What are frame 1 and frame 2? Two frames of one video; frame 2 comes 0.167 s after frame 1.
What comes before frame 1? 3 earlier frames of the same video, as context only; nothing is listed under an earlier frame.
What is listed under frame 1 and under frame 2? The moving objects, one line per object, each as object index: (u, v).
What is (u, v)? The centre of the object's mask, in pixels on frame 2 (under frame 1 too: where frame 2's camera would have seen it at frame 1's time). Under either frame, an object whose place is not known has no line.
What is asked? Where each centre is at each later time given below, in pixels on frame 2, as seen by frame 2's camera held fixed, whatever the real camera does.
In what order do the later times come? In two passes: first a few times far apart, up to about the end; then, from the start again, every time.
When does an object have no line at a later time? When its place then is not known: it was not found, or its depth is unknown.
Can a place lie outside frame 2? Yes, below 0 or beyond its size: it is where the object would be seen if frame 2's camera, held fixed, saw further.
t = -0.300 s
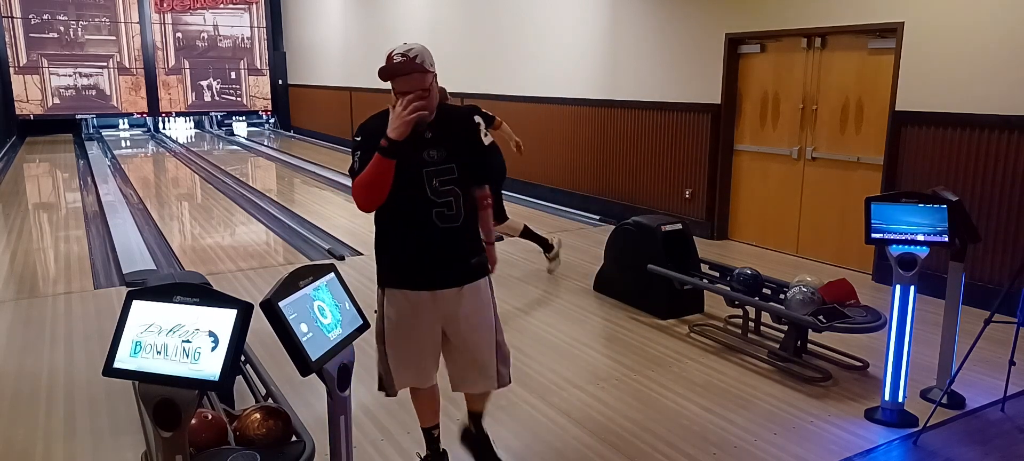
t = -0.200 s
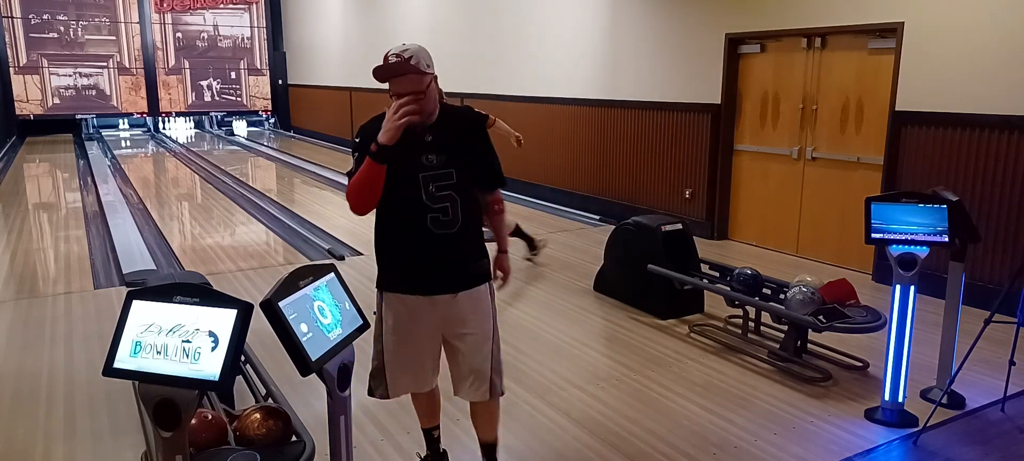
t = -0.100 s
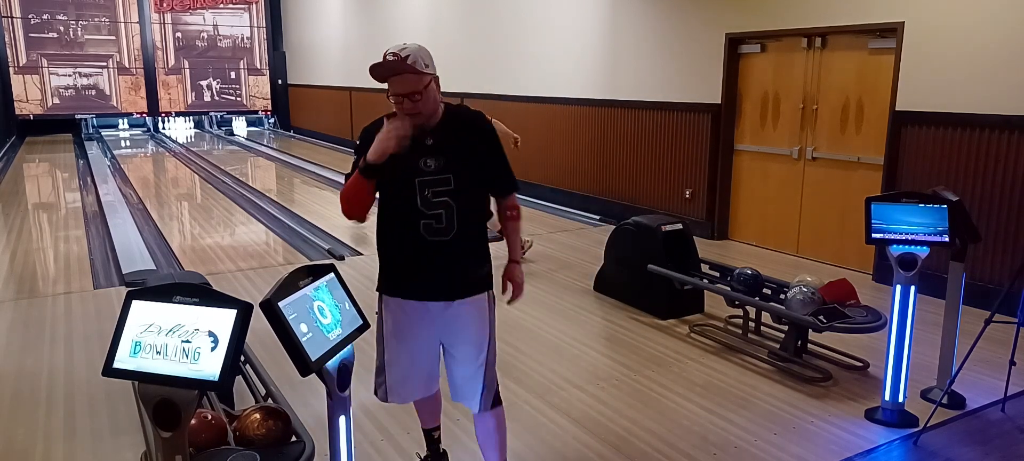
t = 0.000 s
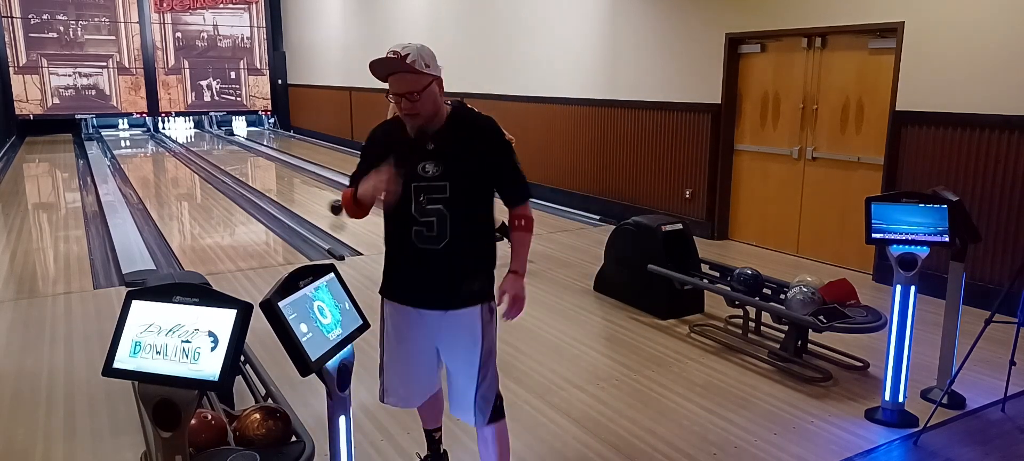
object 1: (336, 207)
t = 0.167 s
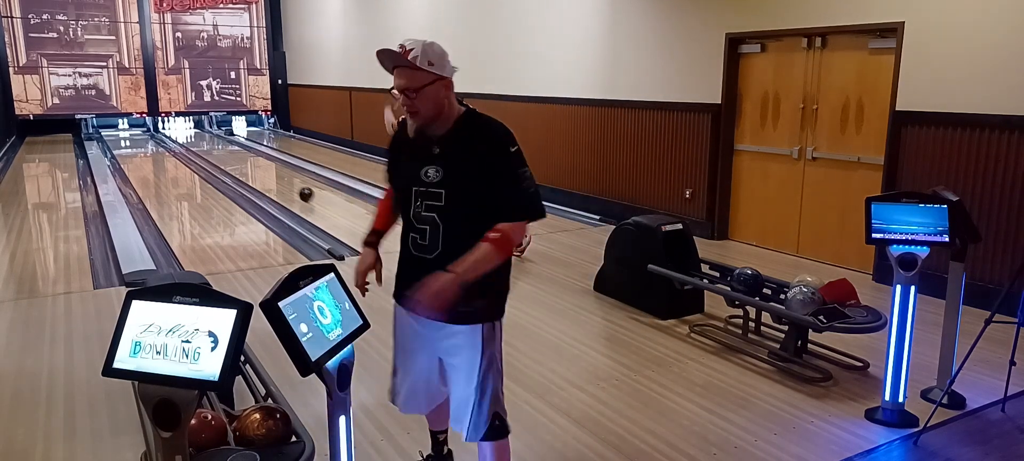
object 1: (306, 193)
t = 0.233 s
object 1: (296, 188)
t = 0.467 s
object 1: (264, 174)
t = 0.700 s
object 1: (240, 164)
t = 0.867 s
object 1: (226, 157)
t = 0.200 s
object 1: (301, 191)
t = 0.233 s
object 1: (296, 188)
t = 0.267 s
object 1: (291, 186)
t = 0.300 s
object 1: (286, 184)
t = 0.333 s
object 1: (282, 182)
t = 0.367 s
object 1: (277, 180)
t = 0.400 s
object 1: (272, 178)
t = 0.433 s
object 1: (268, 176)
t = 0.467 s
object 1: (264, 174)
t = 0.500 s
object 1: (260, 172)
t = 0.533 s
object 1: (257, 171)
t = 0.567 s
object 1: (253, 169)
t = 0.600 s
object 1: (250, 168)
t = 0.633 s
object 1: (246, 166)
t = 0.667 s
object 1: (243, 165)
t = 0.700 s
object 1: (240, 164)
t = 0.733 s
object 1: (237, 162)
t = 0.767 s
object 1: (234, 161)
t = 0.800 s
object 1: (231, 159)
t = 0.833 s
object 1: (229, 158)
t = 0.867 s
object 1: (226, 157)
